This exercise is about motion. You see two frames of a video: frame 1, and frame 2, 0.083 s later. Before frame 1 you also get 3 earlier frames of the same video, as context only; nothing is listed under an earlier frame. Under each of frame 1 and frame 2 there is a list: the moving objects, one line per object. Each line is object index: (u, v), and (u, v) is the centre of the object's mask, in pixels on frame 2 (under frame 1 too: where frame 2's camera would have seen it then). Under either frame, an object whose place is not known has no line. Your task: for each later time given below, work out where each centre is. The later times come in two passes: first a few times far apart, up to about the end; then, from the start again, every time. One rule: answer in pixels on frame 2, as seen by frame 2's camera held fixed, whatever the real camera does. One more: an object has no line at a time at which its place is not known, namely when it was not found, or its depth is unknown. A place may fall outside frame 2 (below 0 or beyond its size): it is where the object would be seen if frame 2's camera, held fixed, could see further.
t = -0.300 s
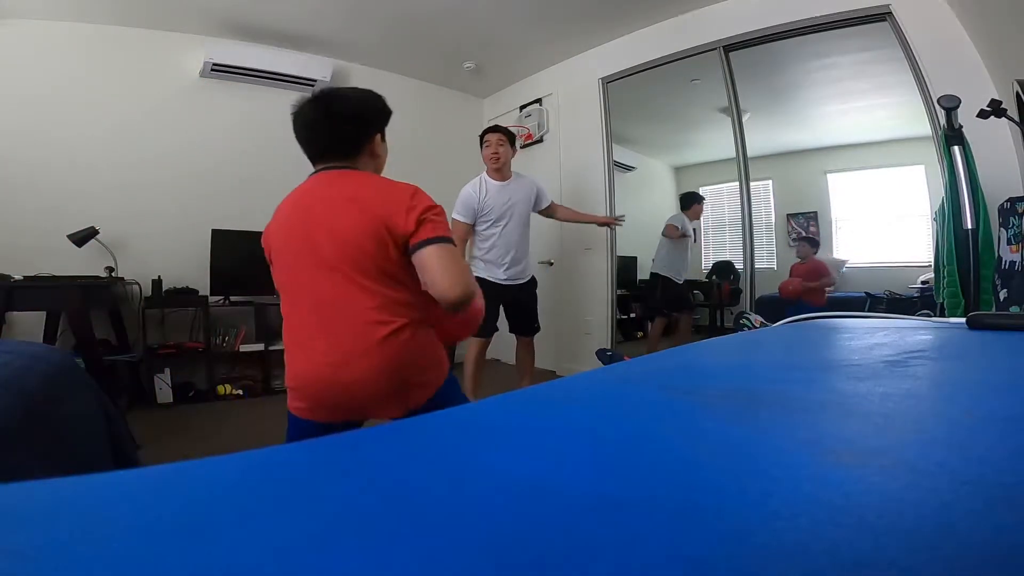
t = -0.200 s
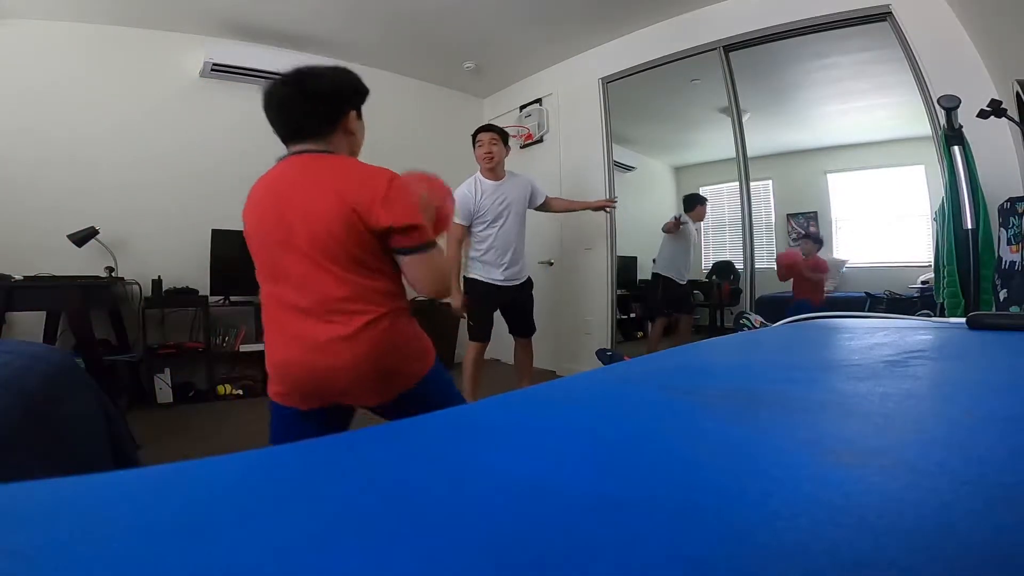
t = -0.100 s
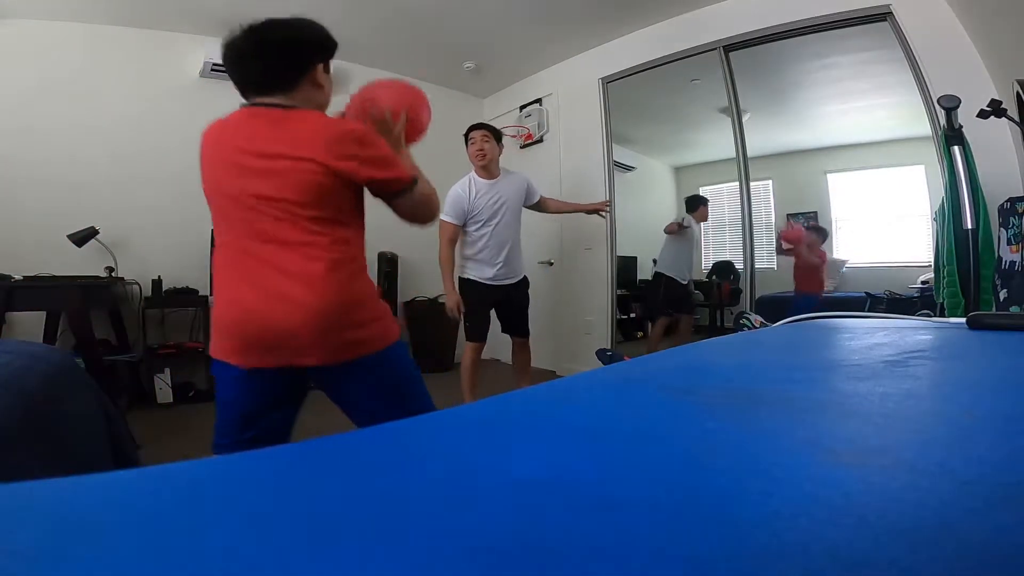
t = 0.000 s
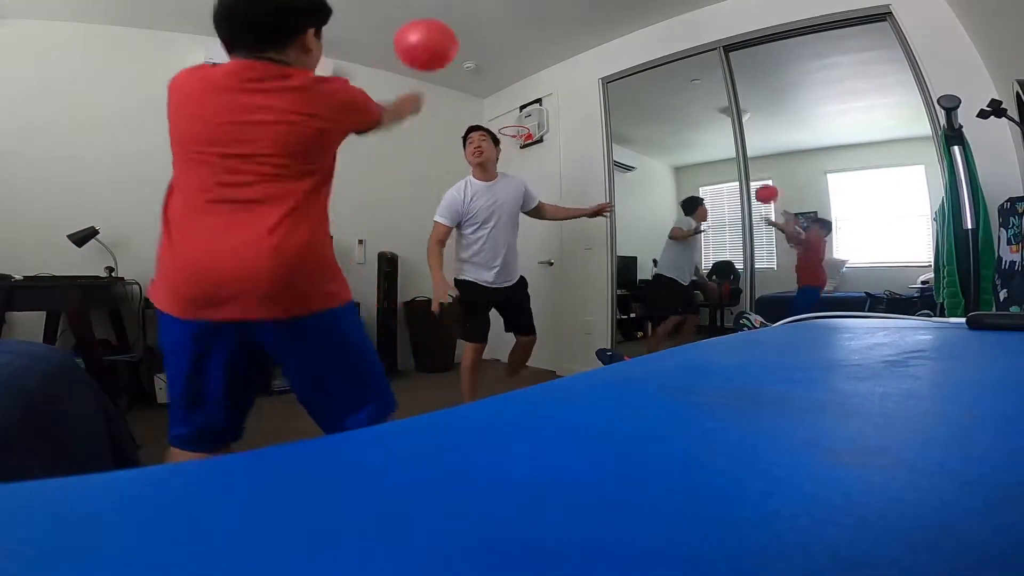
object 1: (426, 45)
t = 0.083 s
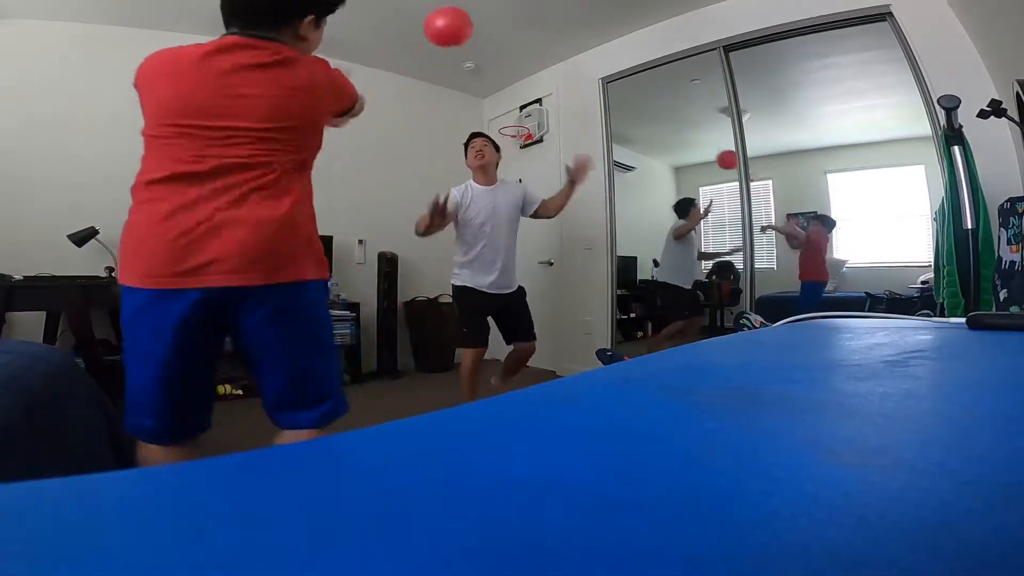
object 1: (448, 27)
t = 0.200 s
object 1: (463, 27)
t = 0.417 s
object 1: (476, 60)
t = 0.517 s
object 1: (480, 83)
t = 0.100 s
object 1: (451, 25)
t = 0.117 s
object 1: (454, 25)
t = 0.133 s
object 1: (456, 24)
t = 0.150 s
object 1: (458, 24)
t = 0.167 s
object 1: (460, 25)
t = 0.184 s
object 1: (462, 26)
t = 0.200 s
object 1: (463, 27)
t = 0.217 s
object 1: (465, 29)
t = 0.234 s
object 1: (467, 31)
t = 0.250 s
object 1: (468, 33)
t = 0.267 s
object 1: (469, 35)
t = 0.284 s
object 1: (470, 38)
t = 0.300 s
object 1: (471, 40)
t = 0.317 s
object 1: (471, 43)
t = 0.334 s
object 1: (472, 45)
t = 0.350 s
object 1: (473, 48)
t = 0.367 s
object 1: (474, 51)
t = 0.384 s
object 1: (475, 54)
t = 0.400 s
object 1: (475, 57)
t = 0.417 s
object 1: (476, 60)
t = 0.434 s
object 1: (477, 64)
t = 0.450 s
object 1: (478, 67)
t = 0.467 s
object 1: (478, 71)
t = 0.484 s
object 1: (479, 75)
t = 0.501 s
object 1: (480, 79)
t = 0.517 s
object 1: (480, 83)
